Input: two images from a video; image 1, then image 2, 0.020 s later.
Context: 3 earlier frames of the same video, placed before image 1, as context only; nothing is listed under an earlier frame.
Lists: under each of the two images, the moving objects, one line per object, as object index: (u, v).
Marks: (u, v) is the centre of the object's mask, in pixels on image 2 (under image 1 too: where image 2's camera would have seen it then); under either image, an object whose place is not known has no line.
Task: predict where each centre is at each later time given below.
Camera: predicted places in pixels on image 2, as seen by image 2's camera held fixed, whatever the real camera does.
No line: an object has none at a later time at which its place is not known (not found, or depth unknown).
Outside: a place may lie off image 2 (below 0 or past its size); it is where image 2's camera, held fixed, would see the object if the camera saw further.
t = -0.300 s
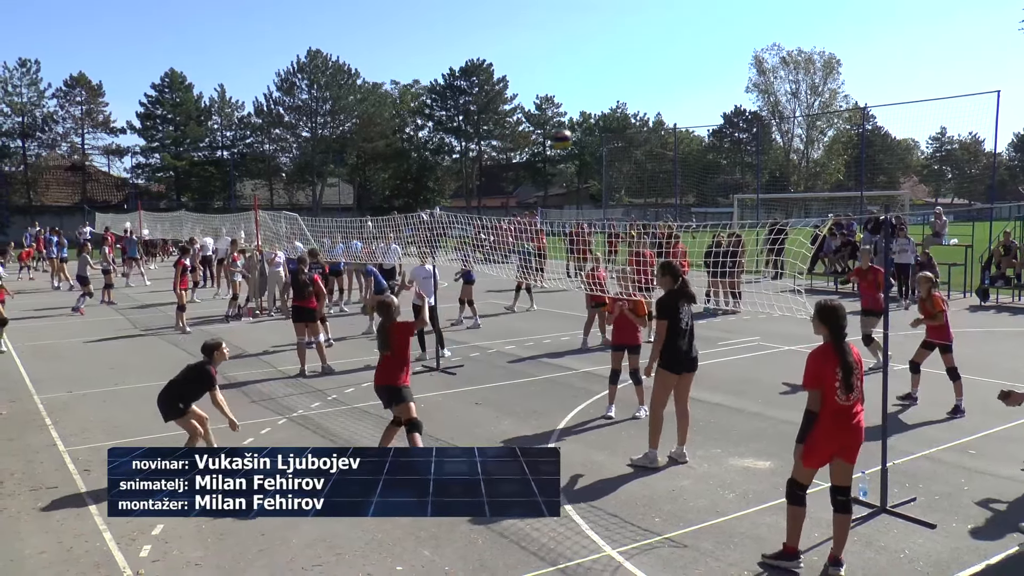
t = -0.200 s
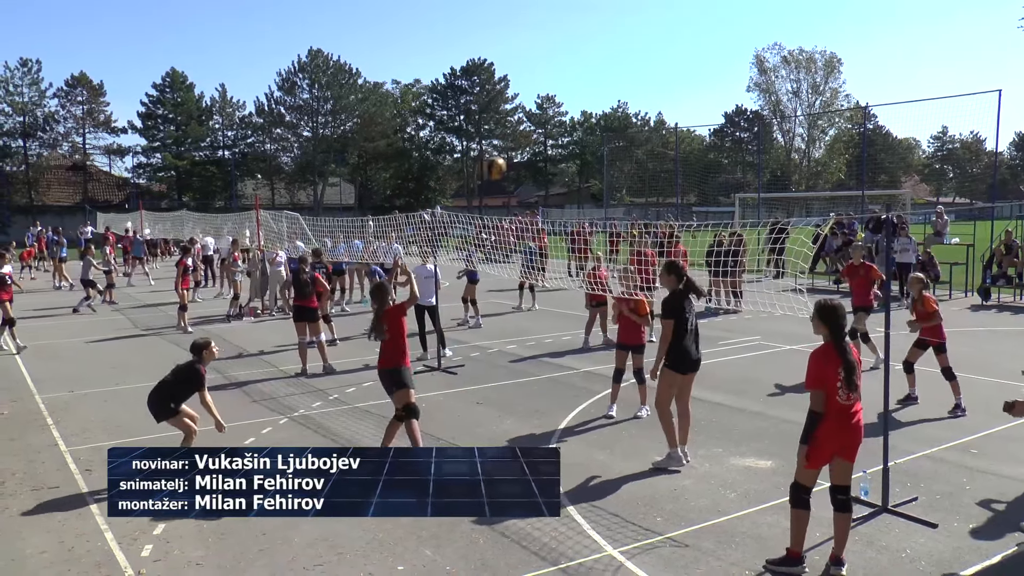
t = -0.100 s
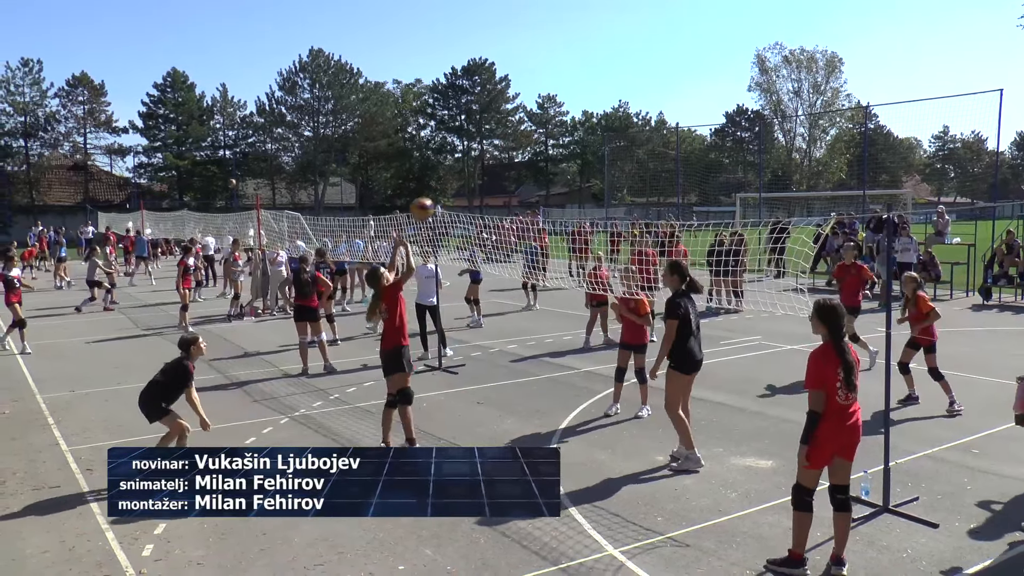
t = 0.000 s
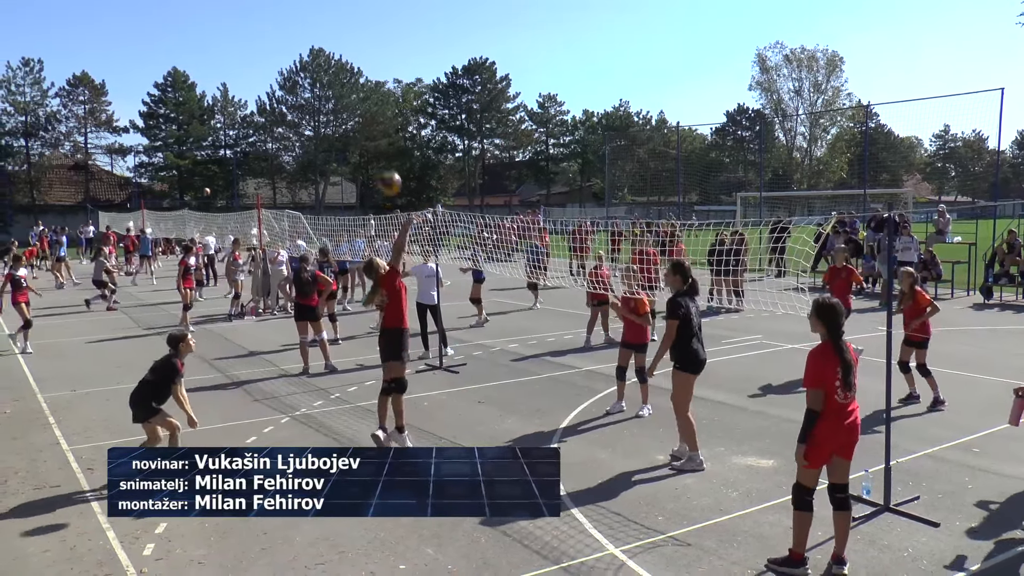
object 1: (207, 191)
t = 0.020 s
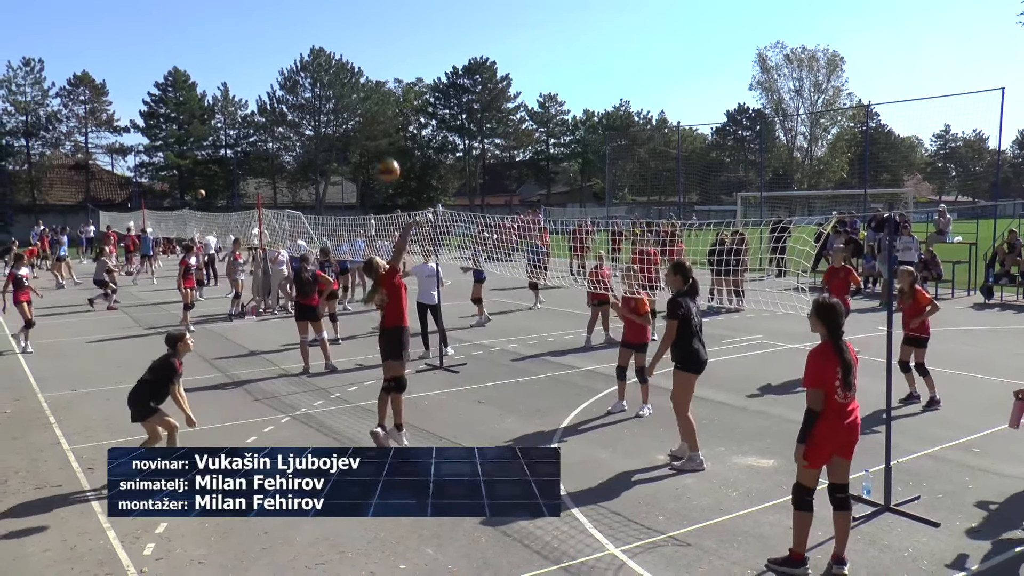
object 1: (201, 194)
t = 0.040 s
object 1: (193, 199)
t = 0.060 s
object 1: (190, 200)
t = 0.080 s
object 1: (185, 202)
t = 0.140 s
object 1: (169, 211)
